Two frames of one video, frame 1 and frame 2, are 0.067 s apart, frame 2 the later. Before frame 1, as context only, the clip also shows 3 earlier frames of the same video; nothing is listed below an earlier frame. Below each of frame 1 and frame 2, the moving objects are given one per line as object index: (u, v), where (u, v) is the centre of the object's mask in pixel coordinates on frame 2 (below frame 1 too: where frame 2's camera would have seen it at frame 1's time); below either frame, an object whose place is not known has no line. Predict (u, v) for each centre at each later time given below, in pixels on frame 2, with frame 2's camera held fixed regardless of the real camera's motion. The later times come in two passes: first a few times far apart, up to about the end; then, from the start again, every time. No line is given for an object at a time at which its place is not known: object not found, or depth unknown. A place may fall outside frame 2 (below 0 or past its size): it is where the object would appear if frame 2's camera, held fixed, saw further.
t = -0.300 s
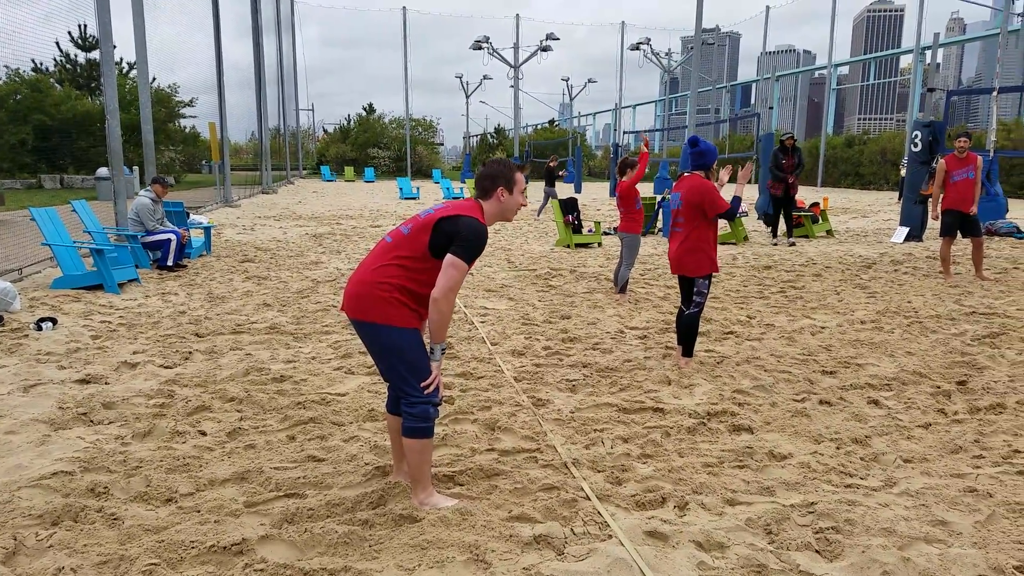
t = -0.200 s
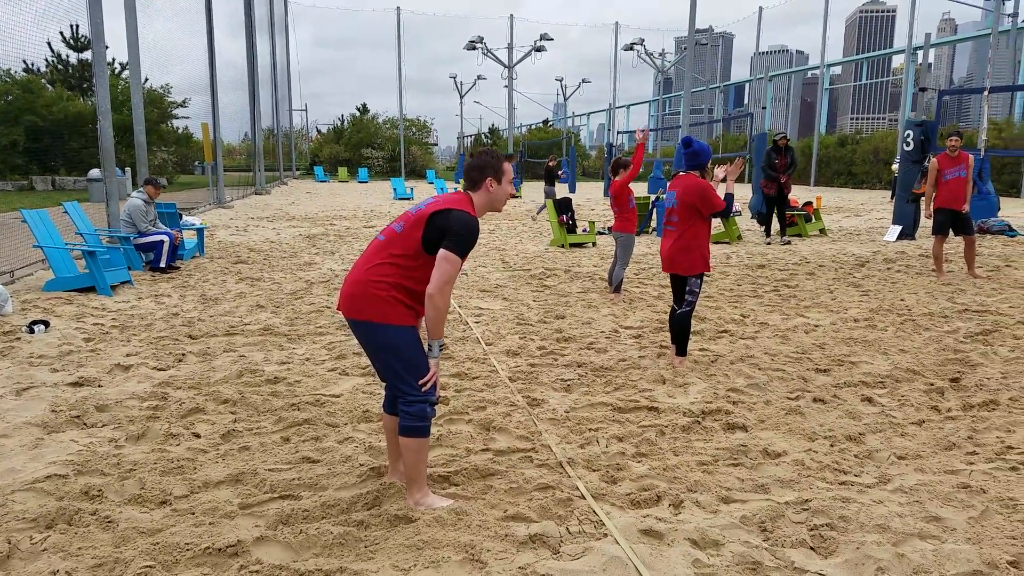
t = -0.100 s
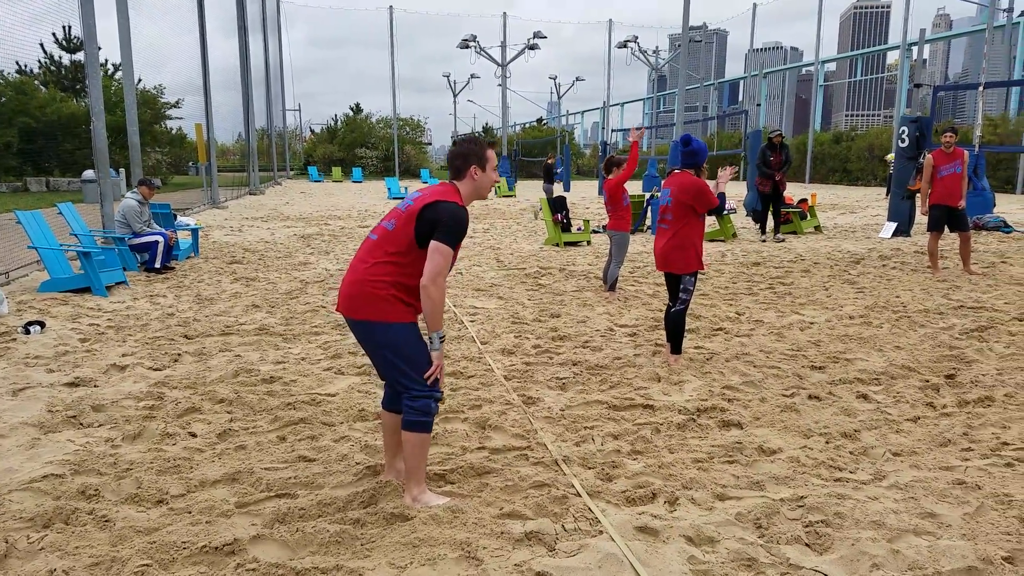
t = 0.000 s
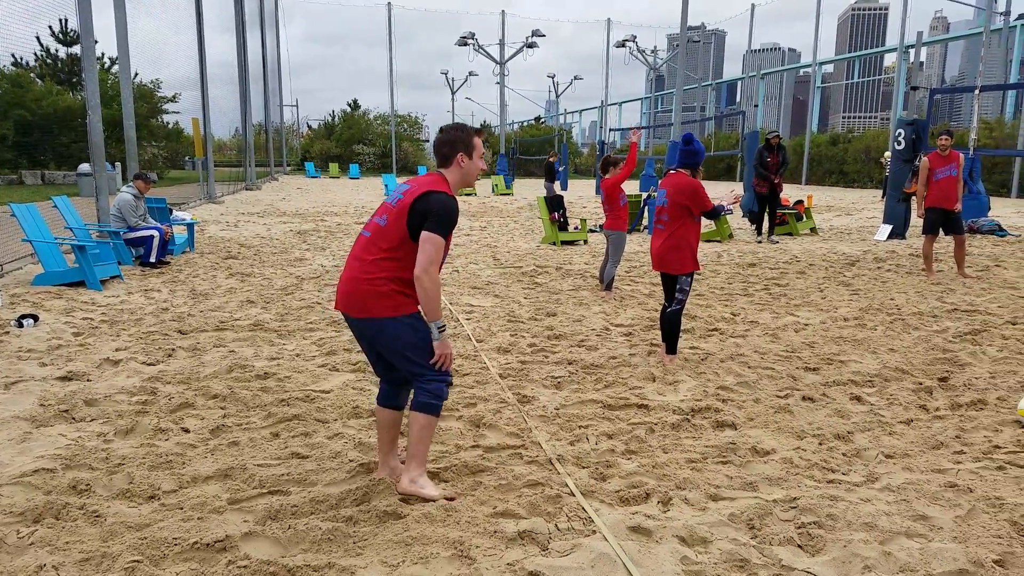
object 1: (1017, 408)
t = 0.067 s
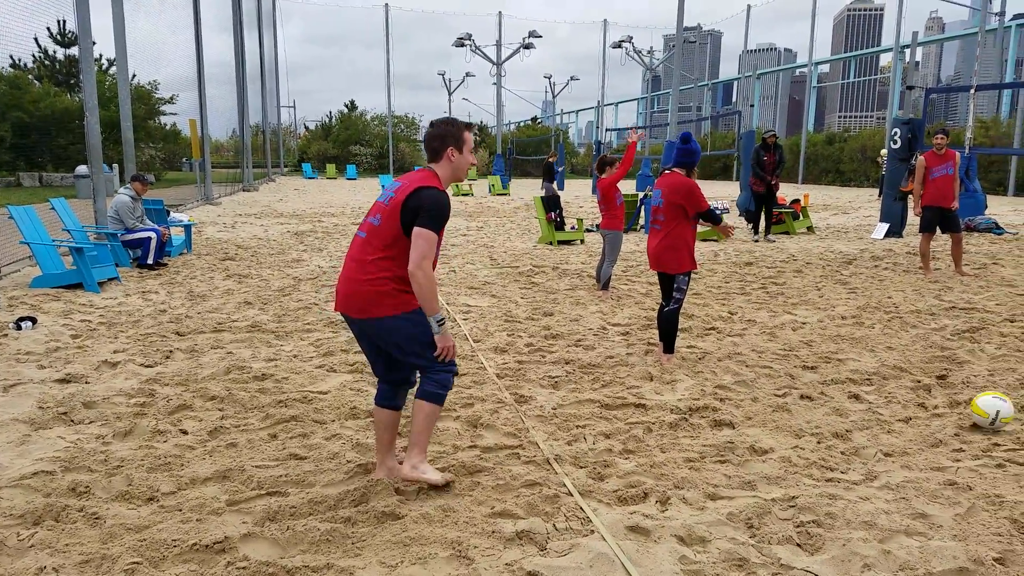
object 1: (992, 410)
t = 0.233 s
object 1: (878, 414)
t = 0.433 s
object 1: (739, 423)
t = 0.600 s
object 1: (626, 432)
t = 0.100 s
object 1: (970, 411)
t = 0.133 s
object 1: (948, 412)
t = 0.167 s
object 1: (925, 416)
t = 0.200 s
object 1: (902, 414)
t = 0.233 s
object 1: (878, 414)
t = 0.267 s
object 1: (855, 417)
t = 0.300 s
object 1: (831, 420)
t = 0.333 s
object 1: (807, 423)
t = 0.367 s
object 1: (784, 423)
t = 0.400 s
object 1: (761, 423)
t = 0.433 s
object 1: (739, 423)
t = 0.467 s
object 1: (717, 422)
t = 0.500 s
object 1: (694, 422)
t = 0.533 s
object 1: (671, 424)
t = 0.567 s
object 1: (649, 428)
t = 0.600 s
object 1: (626, 432)
